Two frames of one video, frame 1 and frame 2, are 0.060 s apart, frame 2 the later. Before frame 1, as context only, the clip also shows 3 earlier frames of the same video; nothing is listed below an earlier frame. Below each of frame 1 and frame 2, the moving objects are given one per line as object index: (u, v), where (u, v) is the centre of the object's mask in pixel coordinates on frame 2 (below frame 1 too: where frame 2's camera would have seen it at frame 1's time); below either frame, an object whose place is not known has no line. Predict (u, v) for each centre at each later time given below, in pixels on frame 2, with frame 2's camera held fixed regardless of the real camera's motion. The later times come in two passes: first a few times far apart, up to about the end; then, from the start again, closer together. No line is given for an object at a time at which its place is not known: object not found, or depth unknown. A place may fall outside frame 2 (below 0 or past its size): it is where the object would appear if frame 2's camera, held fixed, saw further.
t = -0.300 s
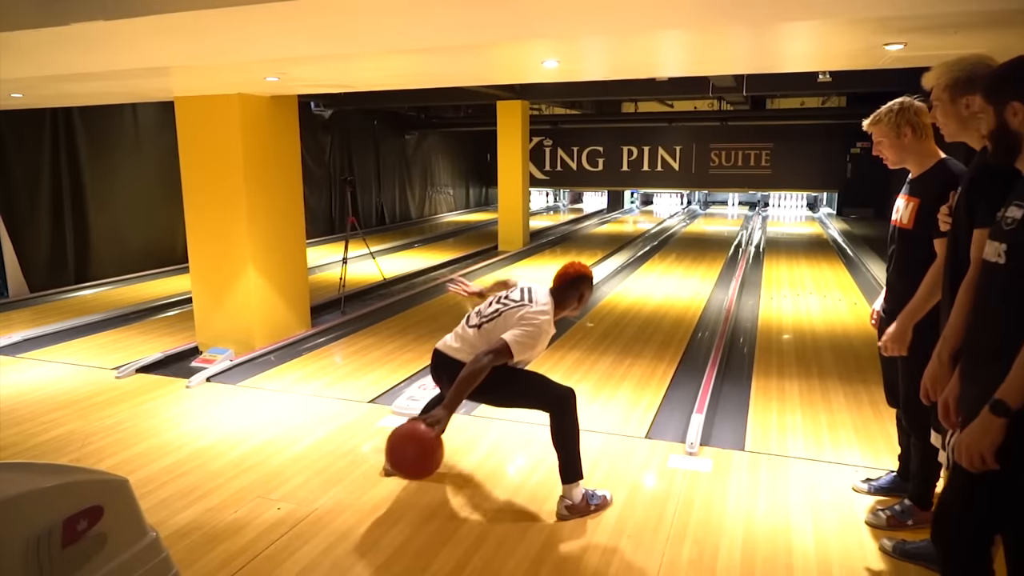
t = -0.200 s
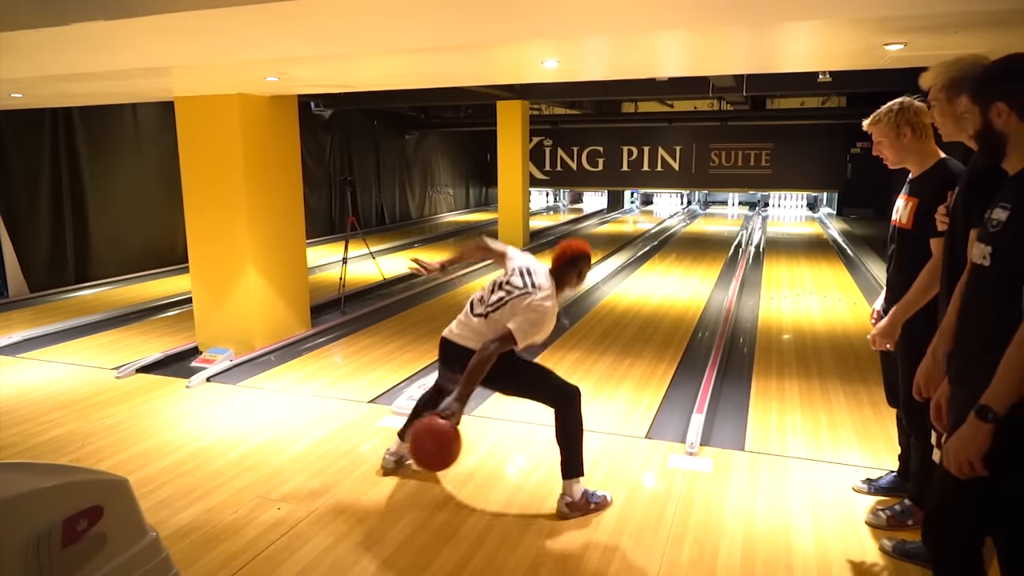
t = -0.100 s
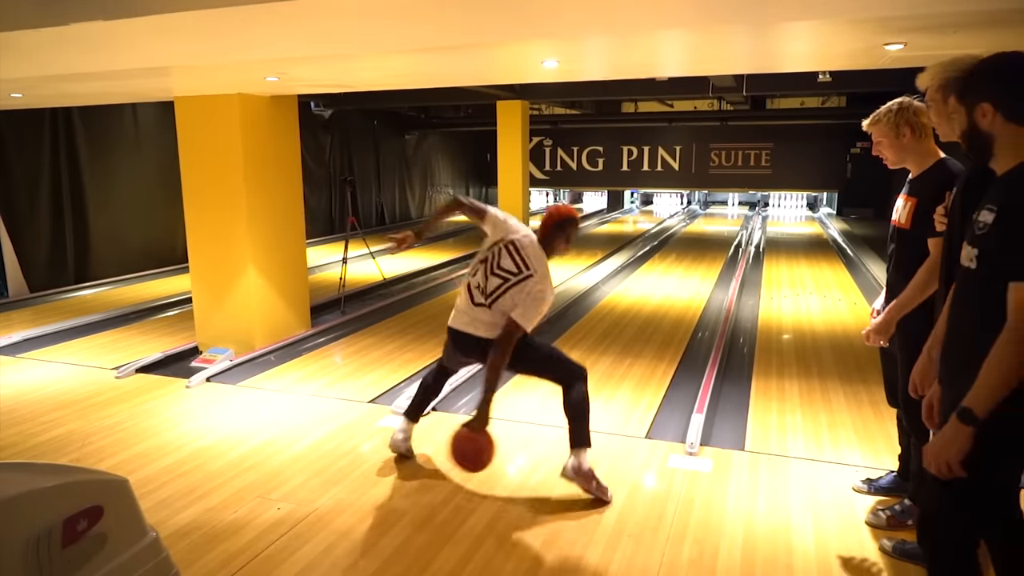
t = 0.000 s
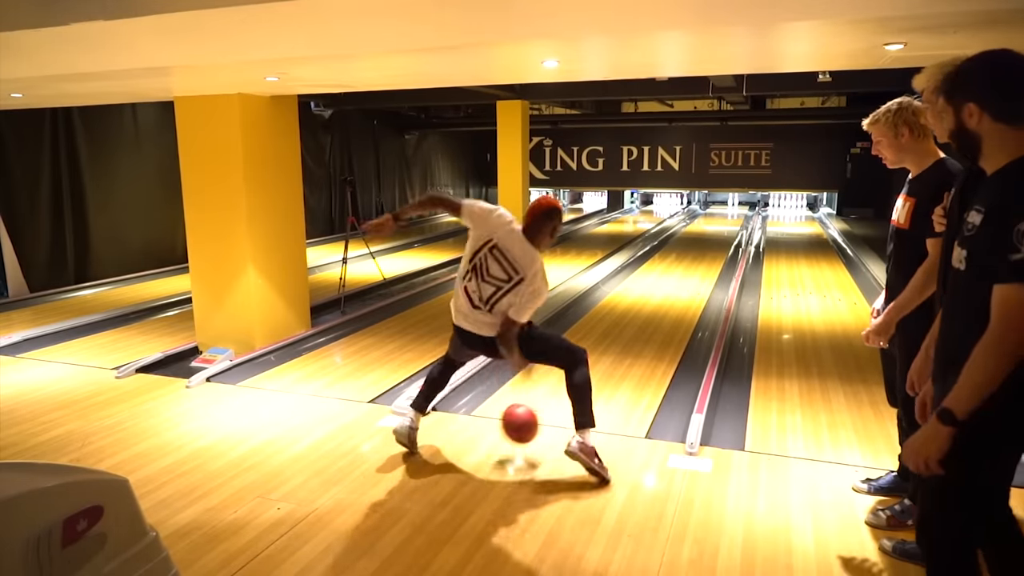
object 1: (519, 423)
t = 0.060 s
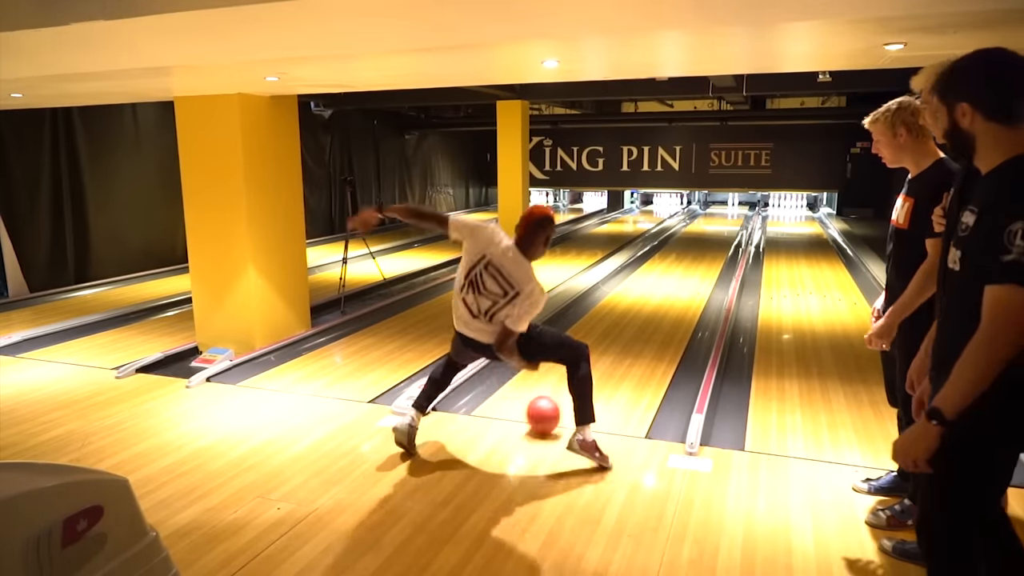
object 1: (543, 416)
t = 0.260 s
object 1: (597, 361)
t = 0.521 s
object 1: (639, 316)
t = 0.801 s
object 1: (667, 287)
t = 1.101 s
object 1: (686, 267)
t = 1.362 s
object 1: (697, 255)
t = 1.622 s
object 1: (705, 245)
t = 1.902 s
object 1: (712, 236)
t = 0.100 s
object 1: (556, 404)
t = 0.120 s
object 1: (559, 397)
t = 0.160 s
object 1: (562, 386)
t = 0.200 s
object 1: (592, 373)
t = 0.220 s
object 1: (593, 369)
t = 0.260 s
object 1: (597, 361)
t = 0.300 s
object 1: (605, 352)
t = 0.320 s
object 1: (609, 348)
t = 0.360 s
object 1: (616, 341)
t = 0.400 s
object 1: (623, 334)
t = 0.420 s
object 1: (625, 331)
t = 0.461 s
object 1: (631, 325)
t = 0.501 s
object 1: (637, 319)
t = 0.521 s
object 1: (639, 316)
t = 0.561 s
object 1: (644, 312)
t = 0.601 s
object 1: (648, 307)
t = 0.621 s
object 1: (650, 305)
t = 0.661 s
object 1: (655, 301)
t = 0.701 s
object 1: (658, 297)
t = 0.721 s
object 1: (662, 293)
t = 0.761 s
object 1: (664, 291)
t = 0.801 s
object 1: (667, 287)
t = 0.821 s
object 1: (670, 284)
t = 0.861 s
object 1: (671, 283)
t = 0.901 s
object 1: (674, 280)
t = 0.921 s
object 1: (677, 277)
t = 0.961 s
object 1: (678, 276)
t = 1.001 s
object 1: (680, 273)
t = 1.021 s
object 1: (683, 270)
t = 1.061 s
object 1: (683, 269)
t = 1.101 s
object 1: (686, 267)
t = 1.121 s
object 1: (688, 264)
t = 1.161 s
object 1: (689, 263)
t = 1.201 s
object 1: (690, 262)
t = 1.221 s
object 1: (692, 260)
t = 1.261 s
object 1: (693, 259)
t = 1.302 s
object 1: (695, 257)
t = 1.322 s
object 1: (696, 256)
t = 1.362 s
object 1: (697, 255)
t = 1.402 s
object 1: (698, 253)
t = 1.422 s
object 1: (700, 252)
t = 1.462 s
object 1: (700, 251)
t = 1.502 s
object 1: (701, 250)
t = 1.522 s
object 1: (703, 248)
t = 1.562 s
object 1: (703, 248)
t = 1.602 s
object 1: (704, 246)
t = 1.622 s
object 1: (705, 245)
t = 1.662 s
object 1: (706, 244)
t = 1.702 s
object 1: (707, 243)
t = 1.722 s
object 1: (708, 242)
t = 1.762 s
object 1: (708, 241)
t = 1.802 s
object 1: (709, 240)
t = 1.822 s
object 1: (710, 238)
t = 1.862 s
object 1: (711, 238)
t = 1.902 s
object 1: (712, 236)
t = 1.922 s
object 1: (713, 236)
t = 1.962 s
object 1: (713, 235)
